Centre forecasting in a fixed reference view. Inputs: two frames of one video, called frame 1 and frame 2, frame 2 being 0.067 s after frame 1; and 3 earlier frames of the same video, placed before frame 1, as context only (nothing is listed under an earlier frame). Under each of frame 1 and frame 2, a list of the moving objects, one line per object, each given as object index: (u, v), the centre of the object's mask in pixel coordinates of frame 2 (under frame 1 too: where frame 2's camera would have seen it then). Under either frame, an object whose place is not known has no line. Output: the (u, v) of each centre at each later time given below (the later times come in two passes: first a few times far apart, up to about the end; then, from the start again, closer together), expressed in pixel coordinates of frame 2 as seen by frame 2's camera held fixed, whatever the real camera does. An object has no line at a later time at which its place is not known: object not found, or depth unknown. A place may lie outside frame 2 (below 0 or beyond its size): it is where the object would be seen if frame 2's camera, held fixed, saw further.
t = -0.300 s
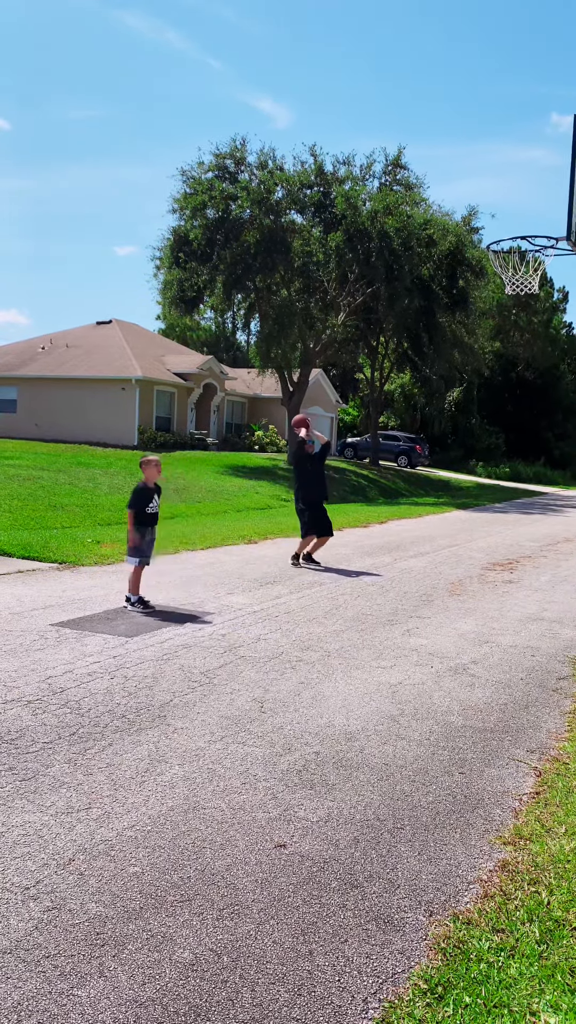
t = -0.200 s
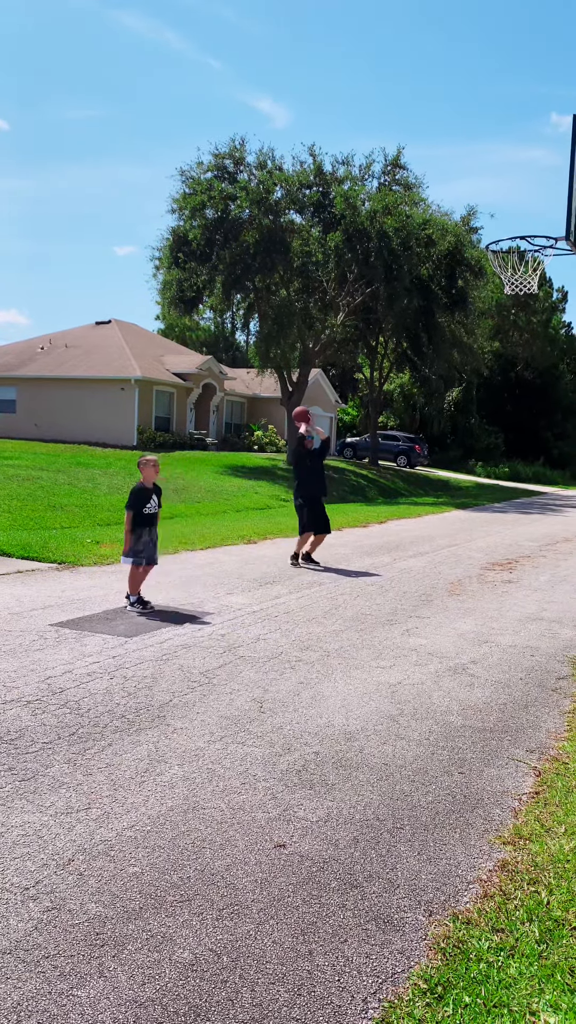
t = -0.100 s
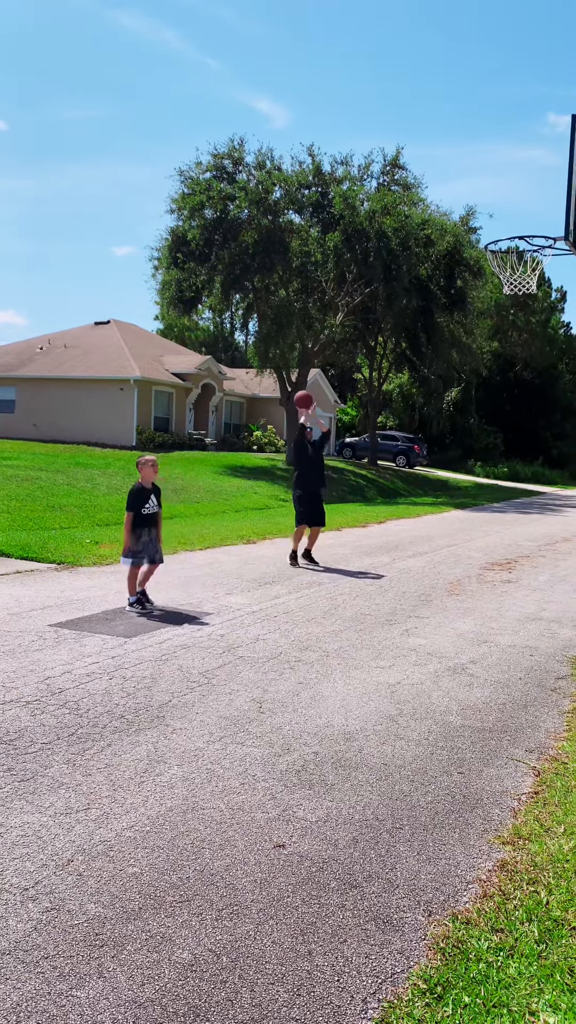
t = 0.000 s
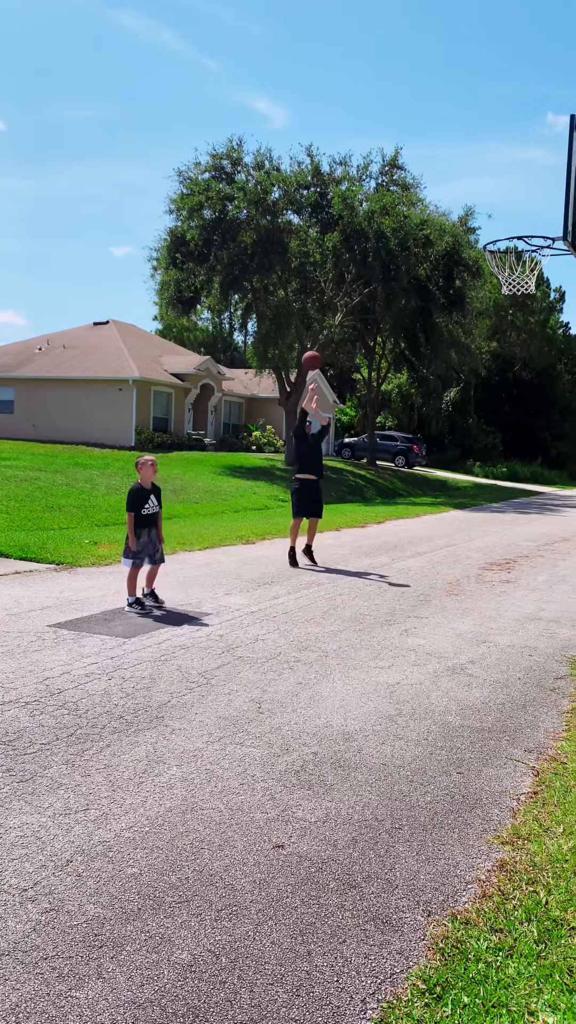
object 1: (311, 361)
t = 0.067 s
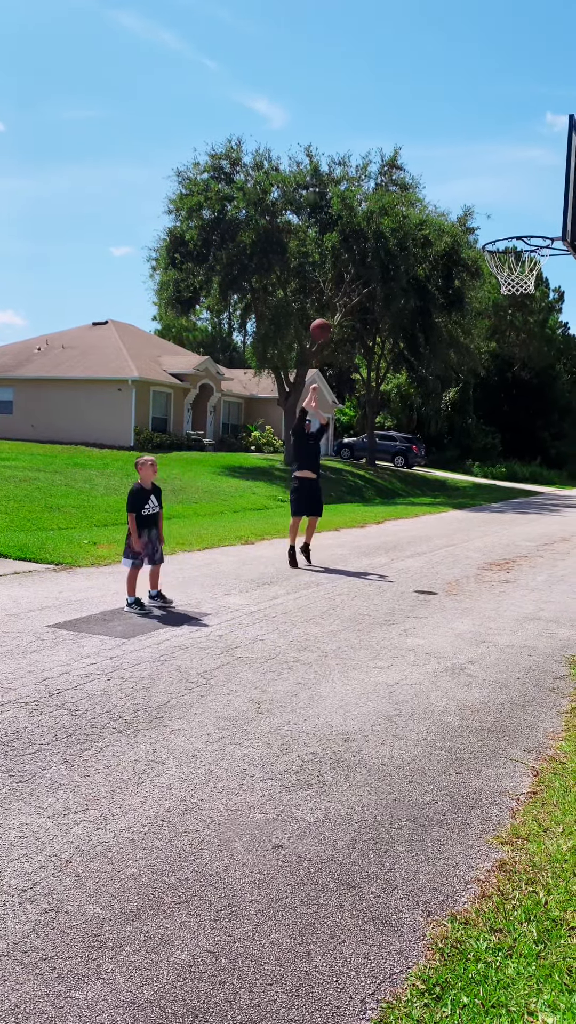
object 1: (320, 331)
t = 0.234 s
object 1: (346, 260)
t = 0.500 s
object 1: (392, 182)
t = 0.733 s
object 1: (440, 168)
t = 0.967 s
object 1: (494, 224)
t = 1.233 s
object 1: (539, 271)
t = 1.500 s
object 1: (554, 351)
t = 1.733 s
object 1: (560, 488)
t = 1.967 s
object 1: (564, 601)
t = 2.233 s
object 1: (567, 469)
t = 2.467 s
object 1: (565, 429)
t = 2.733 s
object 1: (558, 462)
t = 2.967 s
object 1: (547, 553)
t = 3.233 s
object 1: (546, 545)
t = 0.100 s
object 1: (325, 314)
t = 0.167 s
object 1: (335, 287)
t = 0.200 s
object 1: (341, 271)
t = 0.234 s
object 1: (346, 260)
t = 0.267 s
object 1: (351, 246)
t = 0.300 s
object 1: (357, 235)
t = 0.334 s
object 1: (362, 225)
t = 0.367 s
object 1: (368, 214)
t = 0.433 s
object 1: (380, 196)
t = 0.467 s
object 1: (386, 189)
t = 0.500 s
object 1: (392, 182)
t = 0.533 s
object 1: (399, 176)
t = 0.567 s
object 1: (405, 172)
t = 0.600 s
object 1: (412, 169)
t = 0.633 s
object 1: (419, 167)
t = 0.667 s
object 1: (425, 166)
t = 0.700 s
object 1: (432, 166)
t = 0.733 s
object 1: (440, 168)
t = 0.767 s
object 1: (447, 171)
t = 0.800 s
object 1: (454, 175)
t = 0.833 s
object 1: (462, 181)
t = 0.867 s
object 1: (470, 189)
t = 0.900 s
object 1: (478, 199)
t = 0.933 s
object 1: (486, 211)
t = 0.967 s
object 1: (494, 224)
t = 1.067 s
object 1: (518, 266)
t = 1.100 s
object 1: (524, 263)
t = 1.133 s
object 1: (528, 265)
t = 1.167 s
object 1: (530, 266)
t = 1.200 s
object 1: (535, 269)
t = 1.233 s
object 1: (539, 271)
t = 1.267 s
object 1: (542, 277)
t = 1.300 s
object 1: (545, 283)
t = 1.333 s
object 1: (547, 291)
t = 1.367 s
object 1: (548, 301)
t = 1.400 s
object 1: (550, 311)
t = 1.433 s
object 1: (552, 323)
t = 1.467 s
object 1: (553, 336)
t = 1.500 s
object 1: (554, 351)
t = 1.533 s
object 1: (555, 366)
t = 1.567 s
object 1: (556, 384)
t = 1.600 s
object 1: (557, 403)
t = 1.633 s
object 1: (558, 422)
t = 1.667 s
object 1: (559, 443)
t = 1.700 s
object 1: (560, 465)
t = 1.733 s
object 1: (560, 488)
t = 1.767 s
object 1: (560, 512)
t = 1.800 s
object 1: (561, 537)
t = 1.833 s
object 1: (561, 563)
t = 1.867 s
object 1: (562, 590)
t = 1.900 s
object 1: (562, 618)
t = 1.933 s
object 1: (563, 624)
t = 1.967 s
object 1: (564, 601)
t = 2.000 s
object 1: (564, 579)
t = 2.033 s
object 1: (565, 559)
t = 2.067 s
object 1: (565, 540)
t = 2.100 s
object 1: (566, 523)
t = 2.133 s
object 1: (566, 507)
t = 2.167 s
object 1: (567, 493)
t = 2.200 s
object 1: (567, 480)
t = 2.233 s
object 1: (567, 469)
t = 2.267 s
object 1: (566, 459)
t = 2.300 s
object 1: (567, 451)
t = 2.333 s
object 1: (566, 444)
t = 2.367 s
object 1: (567, 438)
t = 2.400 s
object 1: (566, 434)
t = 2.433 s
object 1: (566, 431)
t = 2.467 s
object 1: (565, 429)
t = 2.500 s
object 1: (564, 429)
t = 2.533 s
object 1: (564, 430)
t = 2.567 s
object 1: (563, 432)
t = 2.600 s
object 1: (562, 436)
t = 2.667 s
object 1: (559, 447)
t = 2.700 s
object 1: (559, 454)
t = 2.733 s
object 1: (558, 462)
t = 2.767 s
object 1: (556, 472)
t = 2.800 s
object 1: (555, 482)
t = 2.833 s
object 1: (553, 494)
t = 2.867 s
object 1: (552, 507)
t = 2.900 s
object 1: (550, 521)
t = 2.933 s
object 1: (549, 536)
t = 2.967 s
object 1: (547, 553)
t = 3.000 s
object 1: (545, 570)
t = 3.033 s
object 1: (544, 589)
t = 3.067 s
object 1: (542, 608)
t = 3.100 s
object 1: (543, 601)
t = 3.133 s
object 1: (543, 584)
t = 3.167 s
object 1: (544, 570)
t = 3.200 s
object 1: (545, 557)
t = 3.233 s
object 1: (546, 545)
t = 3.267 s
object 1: (547, 534)
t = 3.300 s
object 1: (547, 525)
